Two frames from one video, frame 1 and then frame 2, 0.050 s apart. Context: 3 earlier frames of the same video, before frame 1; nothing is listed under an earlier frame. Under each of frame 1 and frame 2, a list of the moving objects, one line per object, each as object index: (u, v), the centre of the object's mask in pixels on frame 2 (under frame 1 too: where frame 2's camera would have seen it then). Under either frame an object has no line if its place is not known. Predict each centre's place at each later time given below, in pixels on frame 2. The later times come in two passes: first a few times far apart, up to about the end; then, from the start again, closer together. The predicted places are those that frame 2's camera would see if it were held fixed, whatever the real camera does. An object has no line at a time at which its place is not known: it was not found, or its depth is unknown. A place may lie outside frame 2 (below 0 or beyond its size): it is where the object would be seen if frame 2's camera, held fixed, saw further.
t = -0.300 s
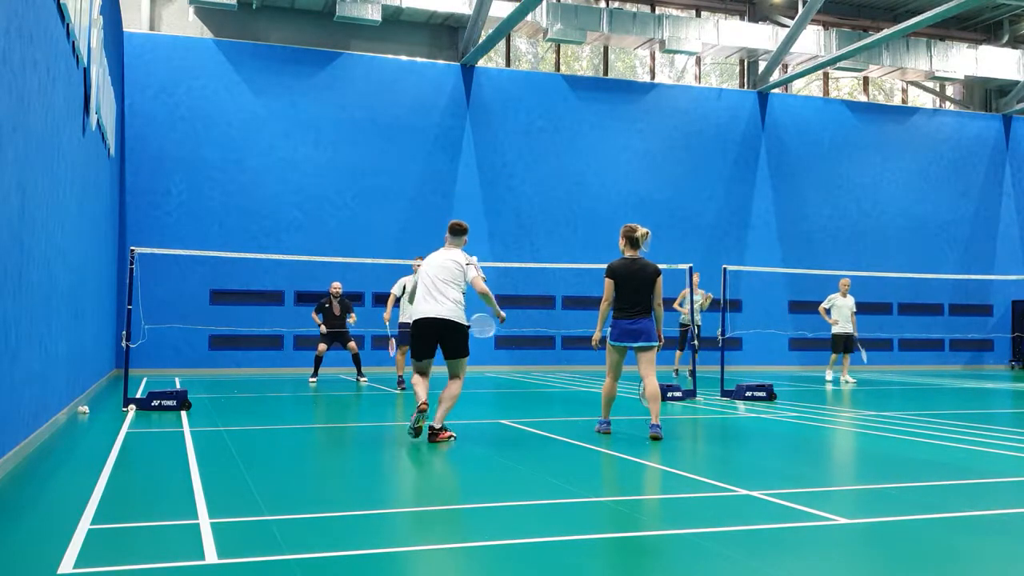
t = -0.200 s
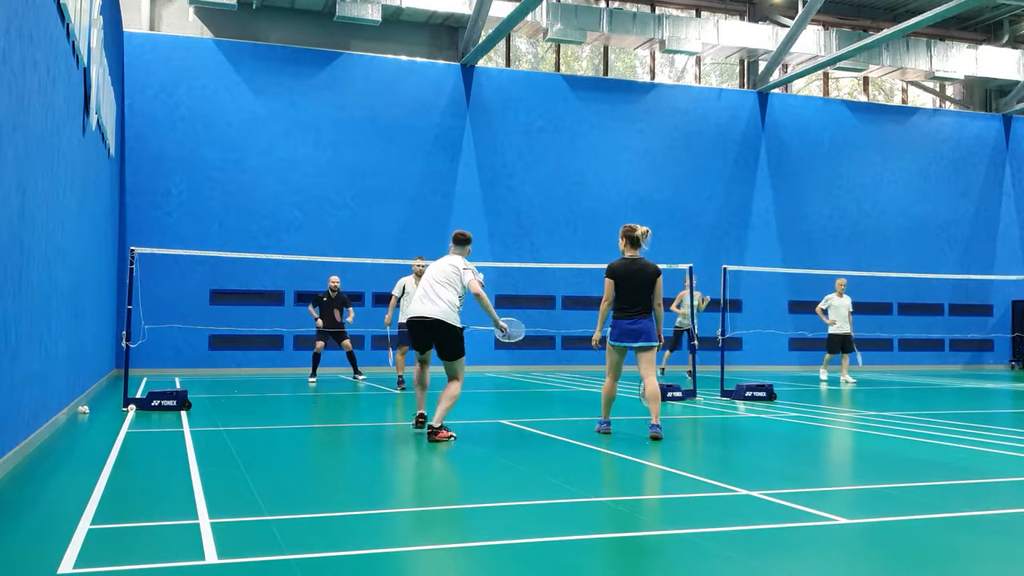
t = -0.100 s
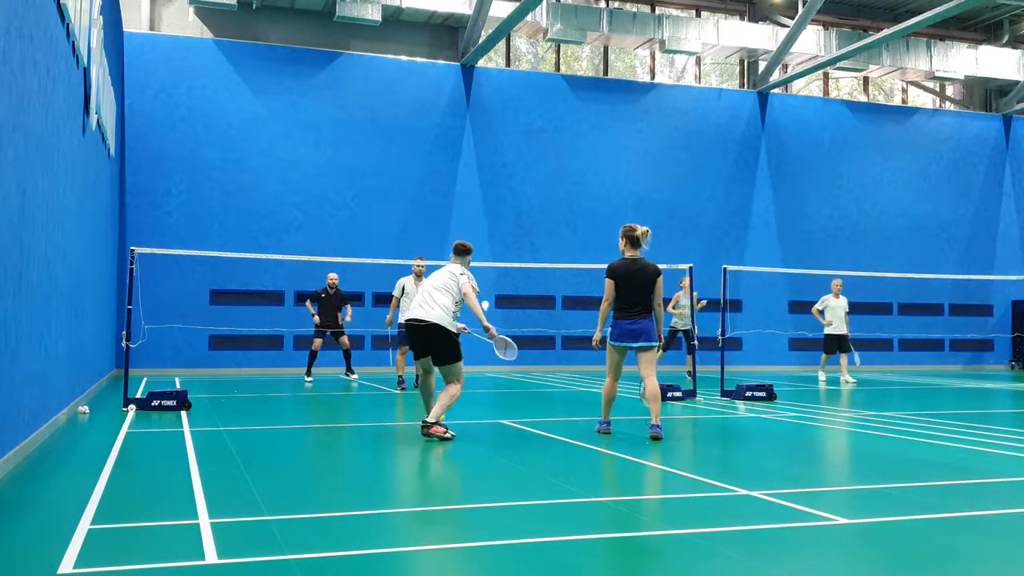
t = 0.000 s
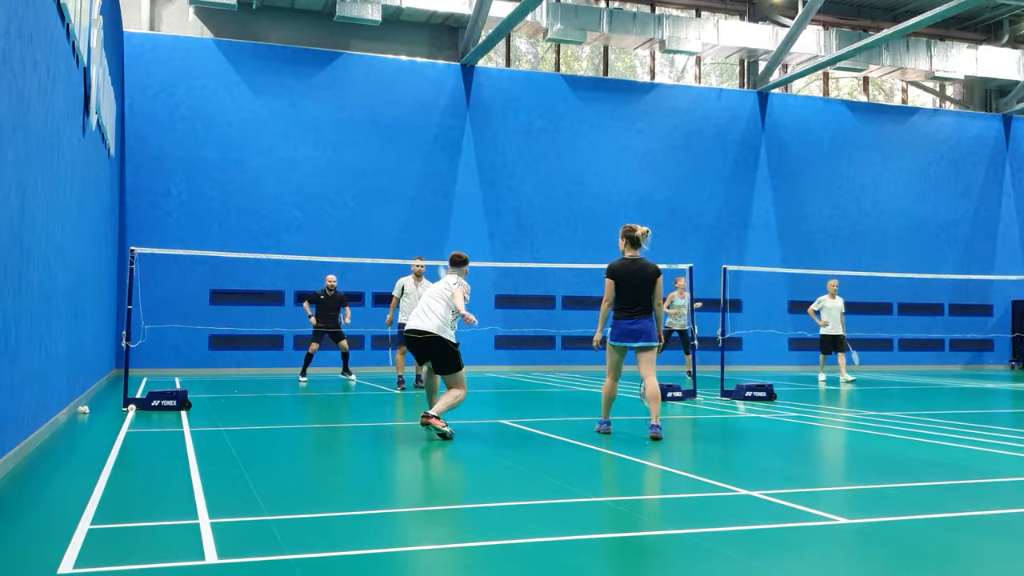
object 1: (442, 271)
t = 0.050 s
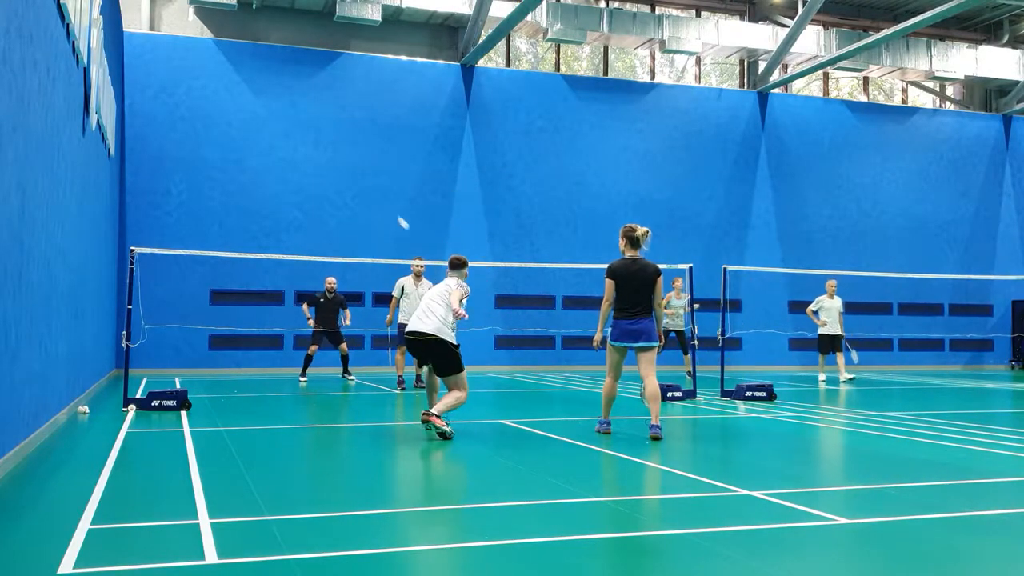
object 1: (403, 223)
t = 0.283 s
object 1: (306, 131)
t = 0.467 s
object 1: (269, 118)
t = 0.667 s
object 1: (244, 131)
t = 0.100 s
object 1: (372, 189)
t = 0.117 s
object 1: (364, 180)
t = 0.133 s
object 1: (356, 173)
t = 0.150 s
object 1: (350, 166)
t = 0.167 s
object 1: (342, 160)
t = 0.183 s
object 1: (336, 154)
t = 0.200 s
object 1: (330, 149)
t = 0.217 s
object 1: (325, 145)
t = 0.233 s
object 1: (319, 141)
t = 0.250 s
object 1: (314, 137)
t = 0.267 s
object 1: (310, 134)
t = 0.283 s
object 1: (306, 131)
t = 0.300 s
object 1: (301, 128)
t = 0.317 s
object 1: (298, 127)
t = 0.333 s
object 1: (294, 124)
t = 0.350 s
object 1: (290, 123)
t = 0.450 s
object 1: (272, 118)
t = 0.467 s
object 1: (269, 118)
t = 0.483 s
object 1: (267, 118)
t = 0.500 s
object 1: (264, 119)
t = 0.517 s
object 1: (262, 119)
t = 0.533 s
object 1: (260, 120)
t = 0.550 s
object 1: (257, 121)
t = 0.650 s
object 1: (245, 129)
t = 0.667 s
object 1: (244, 131)
